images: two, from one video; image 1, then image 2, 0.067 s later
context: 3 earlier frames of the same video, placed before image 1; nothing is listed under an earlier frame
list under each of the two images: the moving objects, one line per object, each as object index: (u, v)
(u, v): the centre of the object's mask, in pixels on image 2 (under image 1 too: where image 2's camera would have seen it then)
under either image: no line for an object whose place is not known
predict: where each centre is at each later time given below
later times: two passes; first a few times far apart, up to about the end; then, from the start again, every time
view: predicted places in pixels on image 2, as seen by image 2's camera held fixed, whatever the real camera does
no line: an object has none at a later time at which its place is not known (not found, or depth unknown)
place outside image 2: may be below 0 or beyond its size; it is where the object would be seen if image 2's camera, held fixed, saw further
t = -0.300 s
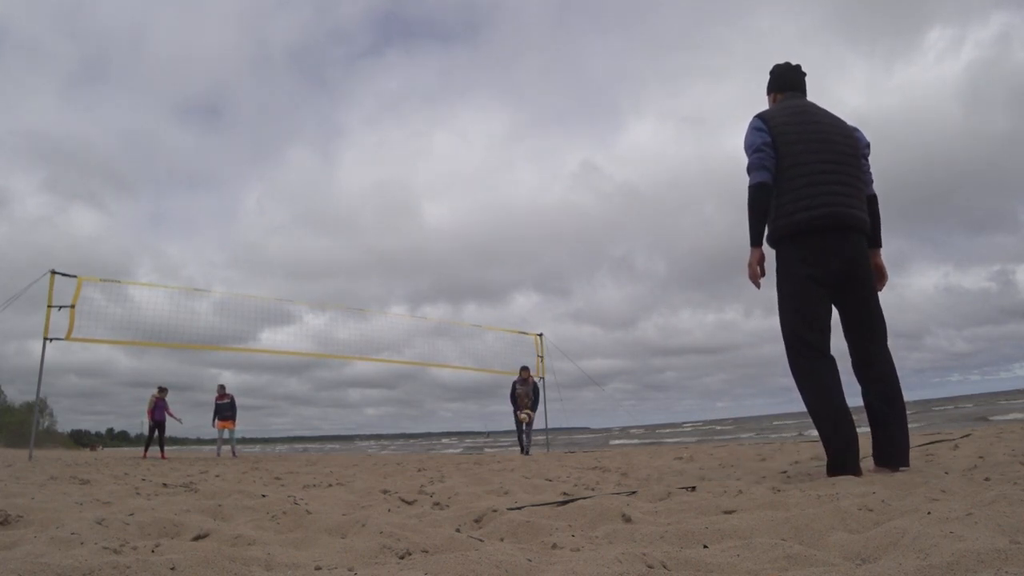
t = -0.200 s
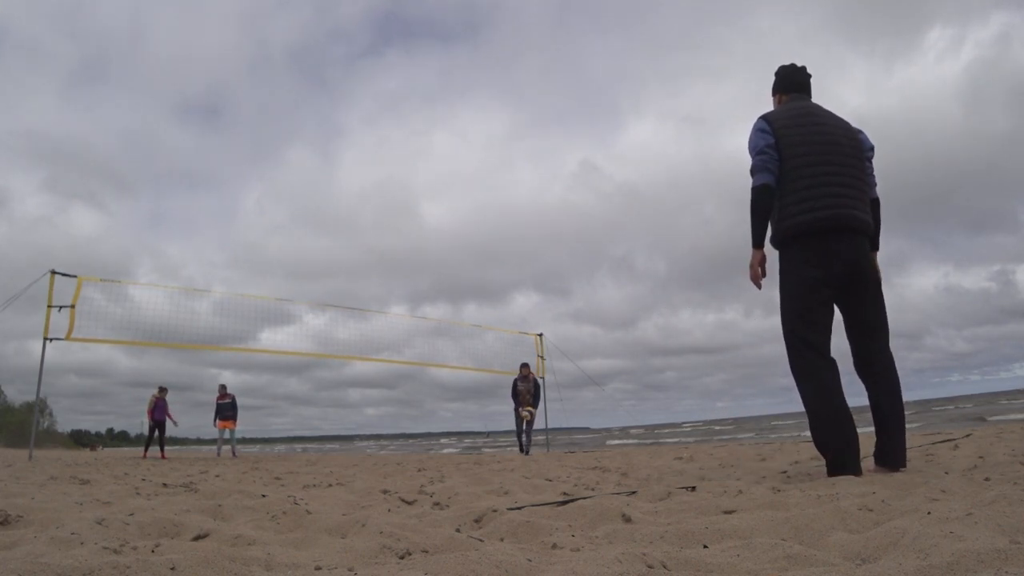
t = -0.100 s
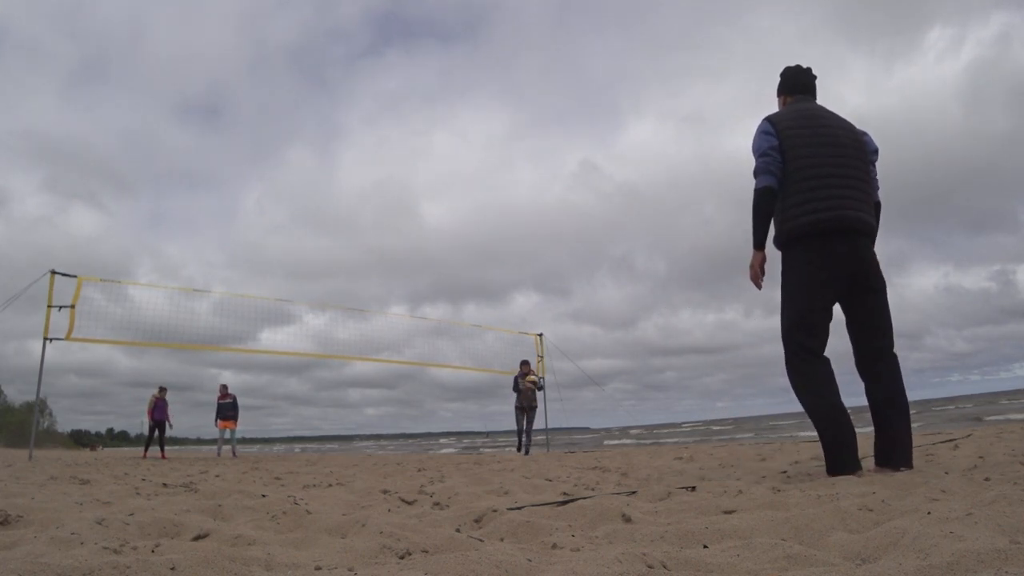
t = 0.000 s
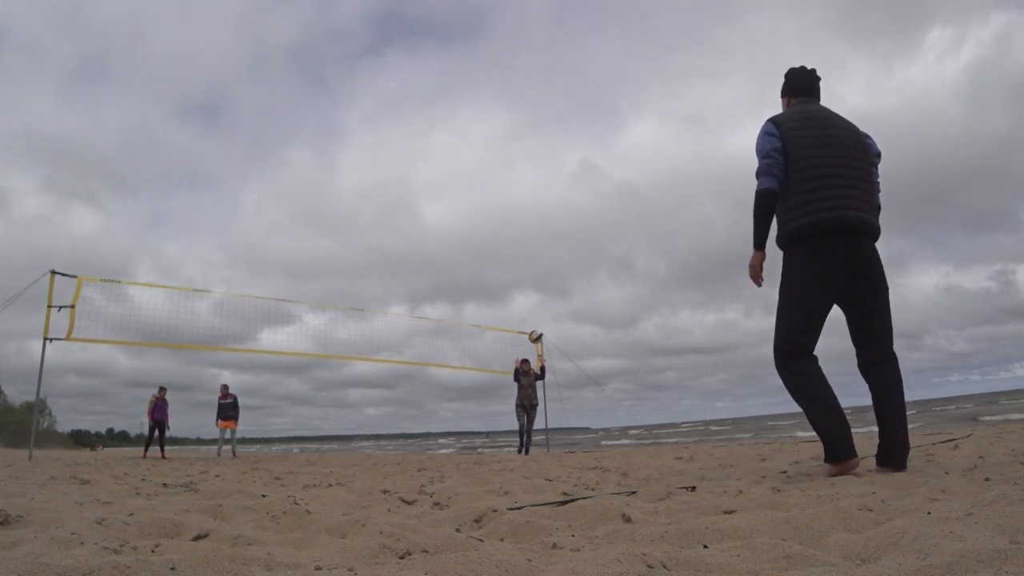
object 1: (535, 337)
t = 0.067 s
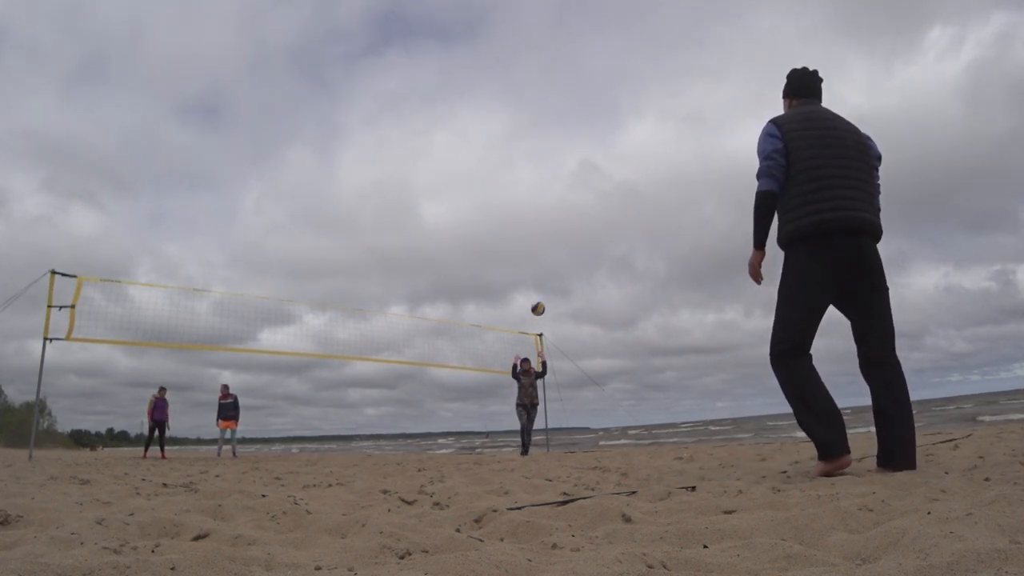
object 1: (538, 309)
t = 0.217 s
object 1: (544, 250)
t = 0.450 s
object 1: (557, 172)
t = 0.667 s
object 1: (576, 119)
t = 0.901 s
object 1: (612, 88)
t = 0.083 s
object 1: (538, 302)
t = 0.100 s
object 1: (539, 295)
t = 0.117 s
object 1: (540, 288)
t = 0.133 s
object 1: (540, 282)
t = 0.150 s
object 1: (541, 275)
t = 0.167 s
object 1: (542, 269)
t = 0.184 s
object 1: (542, 262)
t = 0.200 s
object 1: (543, 256)
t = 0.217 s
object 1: (544, 250)
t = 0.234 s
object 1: (544, 244)
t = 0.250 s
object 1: (545, 238)
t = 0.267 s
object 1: (546, 232)
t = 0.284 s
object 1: (547, 226)
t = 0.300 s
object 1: (548, 220)
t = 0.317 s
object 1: (549, 215)
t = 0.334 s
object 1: (549, 209)
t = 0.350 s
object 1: (550, 203)
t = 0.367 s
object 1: (551, 198)
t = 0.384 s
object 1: (552, 193)
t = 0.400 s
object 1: (554, 187)
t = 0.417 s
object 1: (555, 182)
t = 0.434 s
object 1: (556, 177)
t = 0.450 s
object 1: (557, 172)
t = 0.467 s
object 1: (558, 168)
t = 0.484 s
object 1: (559, 163)
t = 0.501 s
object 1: (561, 158)
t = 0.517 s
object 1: (562, 154)
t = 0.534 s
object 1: (563, 149)
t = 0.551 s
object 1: (564, 145)
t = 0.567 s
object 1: (566, 141)
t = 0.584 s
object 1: (567, 137)
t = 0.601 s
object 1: (569, 134)
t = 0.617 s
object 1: (571, 130)
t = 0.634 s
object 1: (572, 126)
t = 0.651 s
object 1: (574, 123)
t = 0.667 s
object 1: (576, 119)
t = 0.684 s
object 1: (578, 116)
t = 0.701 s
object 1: (580, 113)
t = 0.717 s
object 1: (582, 110)
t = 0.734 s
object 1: (584, 107)
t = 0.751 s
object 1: (586, 104)
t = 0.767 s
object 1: (589, 102)
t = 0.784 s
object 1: (591, 99)
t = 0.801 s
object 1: (594, 98)
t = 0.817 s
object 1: (596, 95)
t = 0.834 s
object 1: (599, 94)
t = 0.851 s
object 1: (602, 92)
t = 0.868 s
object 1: (606, 91)
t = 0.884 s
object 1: (609, 89)
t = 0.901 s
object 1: (612, 88)
